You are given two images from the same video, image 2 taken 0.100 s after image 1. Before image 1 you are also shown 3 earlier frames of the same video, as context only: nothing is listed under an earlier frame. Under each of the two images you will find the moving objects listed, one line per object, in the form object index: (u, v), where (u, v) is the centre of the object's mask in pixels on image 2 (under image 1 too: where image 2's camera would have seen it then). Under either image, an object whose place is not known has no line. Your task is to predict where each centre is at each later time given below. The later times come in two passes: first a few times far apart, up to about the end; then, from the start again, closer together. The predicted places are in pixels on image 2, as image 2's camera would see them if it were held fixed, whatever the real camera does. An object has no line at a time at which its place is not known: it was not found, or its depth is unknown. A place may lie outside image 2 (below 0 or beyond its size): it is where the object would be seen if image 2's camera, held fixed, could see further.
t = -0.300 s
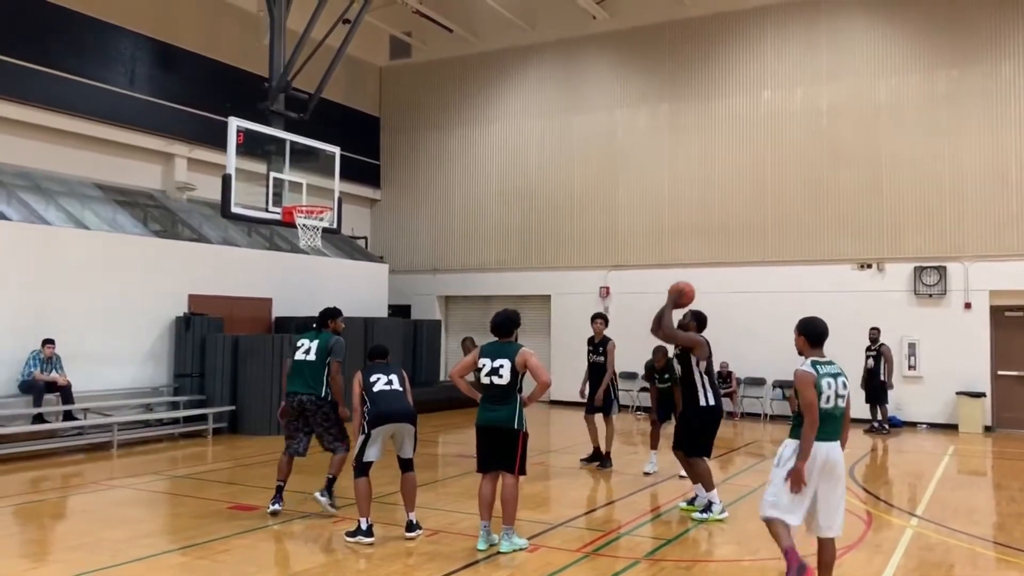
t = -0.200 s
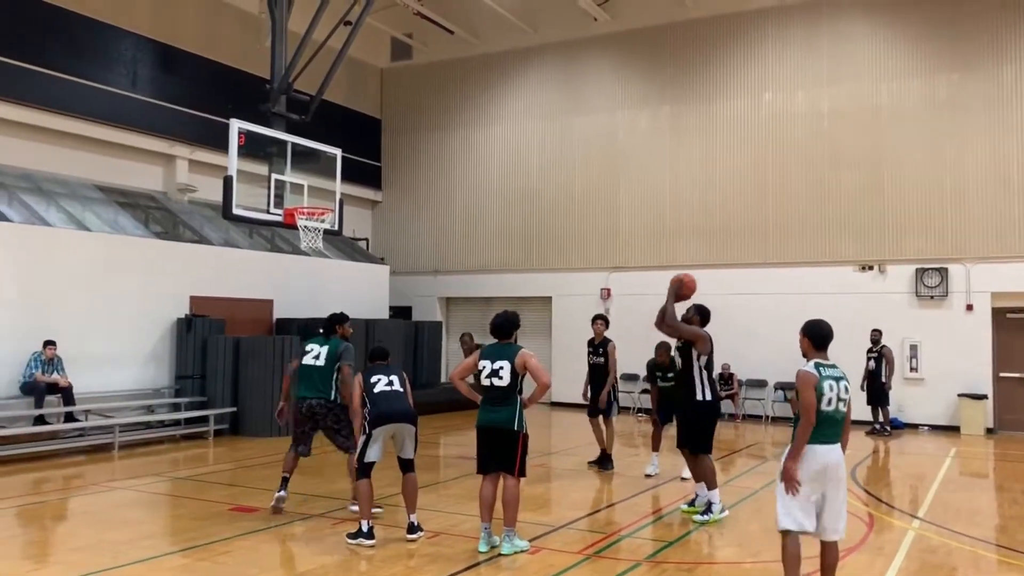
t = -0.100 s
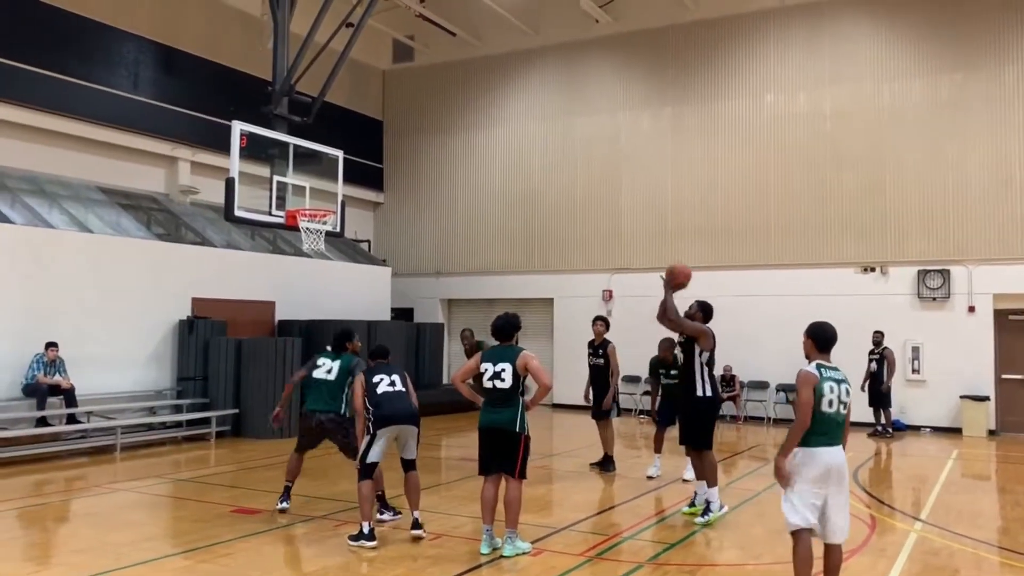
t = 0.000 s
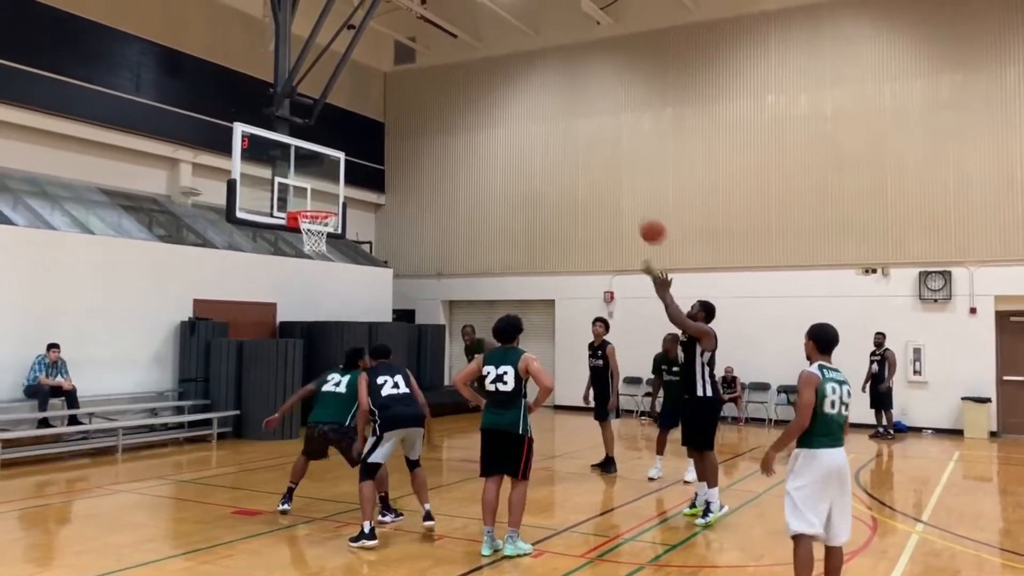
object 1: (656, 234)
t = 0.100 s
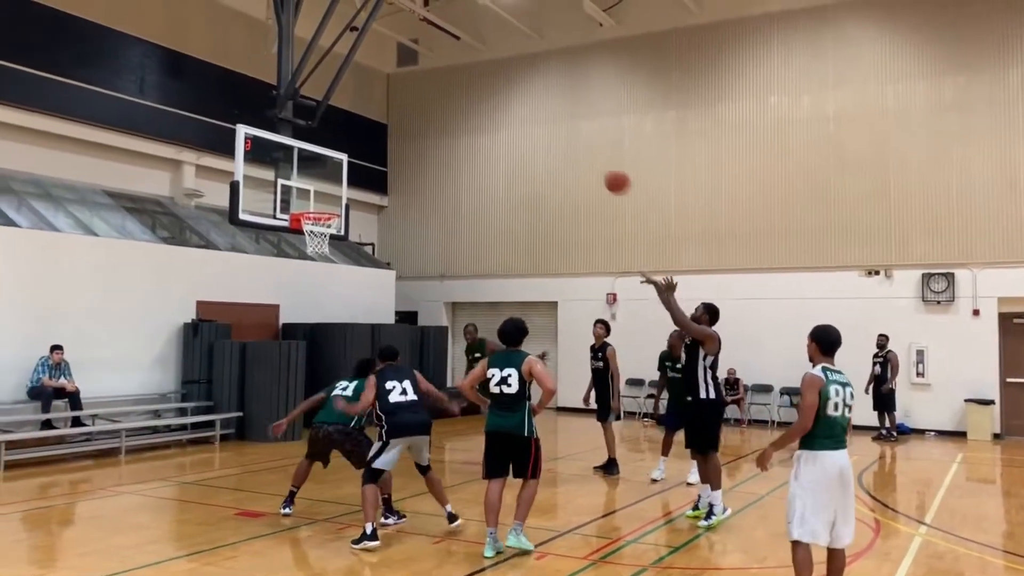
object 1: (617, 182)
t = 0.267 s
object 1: (557, 121)
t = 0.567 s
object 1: (462, 84)
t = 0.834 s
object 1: (386, 119)
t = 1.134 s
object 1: (310, 221)
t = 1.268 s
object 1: (324, 265)
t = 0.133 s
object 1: (604, 167)
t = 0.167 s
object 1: (592, 154)
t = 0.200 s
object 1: (580, 142)
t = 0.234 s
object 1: (569, 131)
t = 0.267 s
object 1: (557, 121)
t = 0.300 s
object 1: (545, 113)
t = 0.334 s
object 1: (535, 107)
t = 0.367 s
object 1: (524, 100)
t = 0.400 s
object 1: (513, 94)
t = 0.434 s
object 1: (502, 90)
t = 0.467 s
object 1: (492, 87)
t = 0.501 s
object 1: (481, 85)
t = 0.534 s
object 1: (472, 84)
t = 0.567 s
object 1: (462, 84)
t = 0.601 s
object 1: (452, 85)
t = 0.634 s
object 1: (443, 88)
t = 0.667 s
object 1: (434, 90)
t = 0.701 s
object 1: (424, 94)
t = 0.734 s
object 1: (414, 99)
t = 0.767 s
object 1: (405, 105)
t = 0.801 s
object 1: (396, 111)
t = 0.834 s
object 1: (386, 119)
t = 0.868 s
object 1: (376, 127)
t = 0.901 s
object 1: (368, 136)
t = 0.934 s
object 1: (359, 145)
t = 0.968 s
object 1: (351, 155)
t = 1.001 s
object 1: (342, 167)
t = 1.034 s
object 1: (334, 179)
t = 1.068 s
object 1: (325, 193)
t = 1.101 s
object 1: (316, 206)
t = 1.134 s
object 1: (310, 221)
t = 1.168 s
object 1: (313, 230)
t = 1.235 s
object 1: (320, 255)
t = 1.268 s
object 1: (324, 265)
